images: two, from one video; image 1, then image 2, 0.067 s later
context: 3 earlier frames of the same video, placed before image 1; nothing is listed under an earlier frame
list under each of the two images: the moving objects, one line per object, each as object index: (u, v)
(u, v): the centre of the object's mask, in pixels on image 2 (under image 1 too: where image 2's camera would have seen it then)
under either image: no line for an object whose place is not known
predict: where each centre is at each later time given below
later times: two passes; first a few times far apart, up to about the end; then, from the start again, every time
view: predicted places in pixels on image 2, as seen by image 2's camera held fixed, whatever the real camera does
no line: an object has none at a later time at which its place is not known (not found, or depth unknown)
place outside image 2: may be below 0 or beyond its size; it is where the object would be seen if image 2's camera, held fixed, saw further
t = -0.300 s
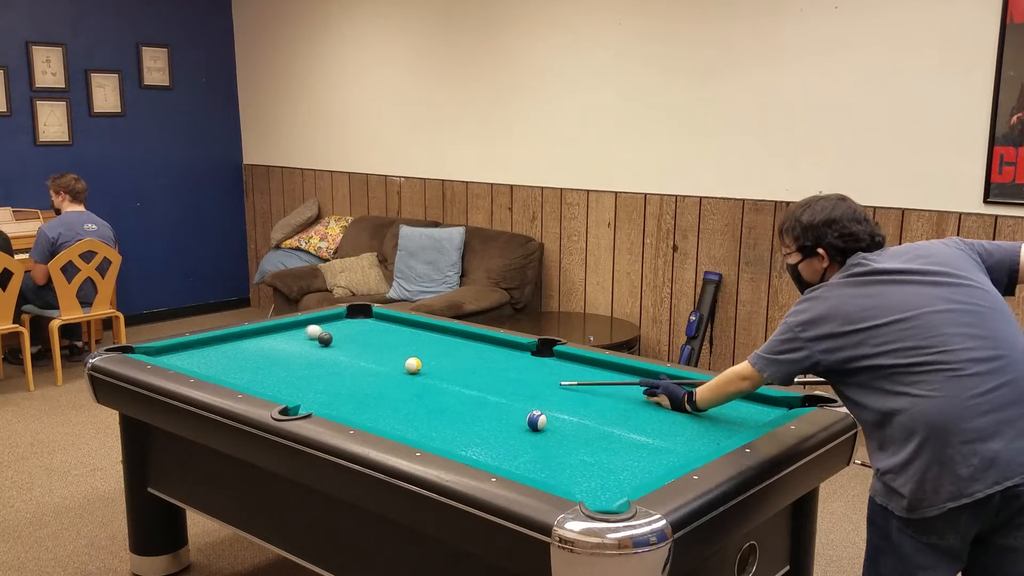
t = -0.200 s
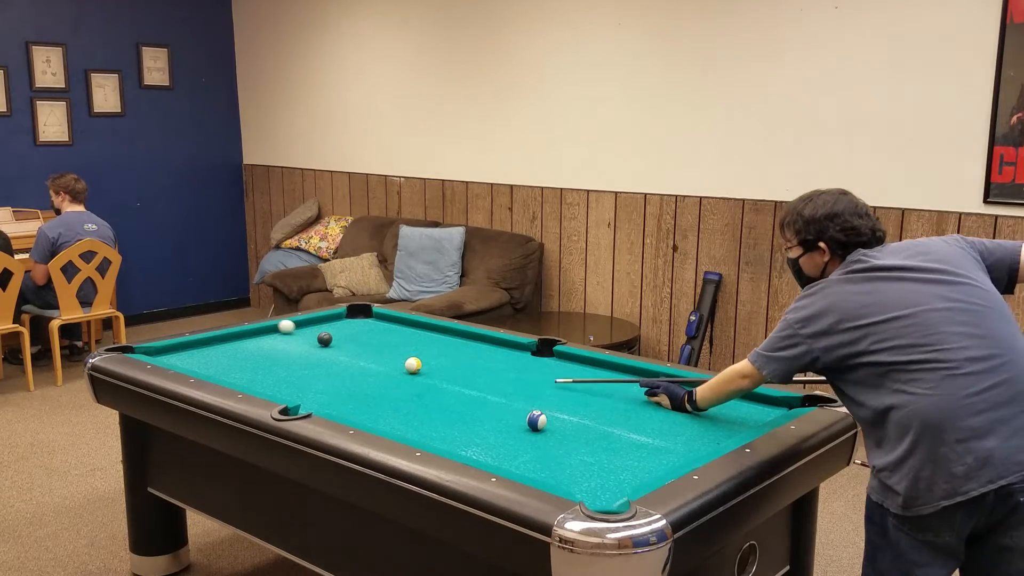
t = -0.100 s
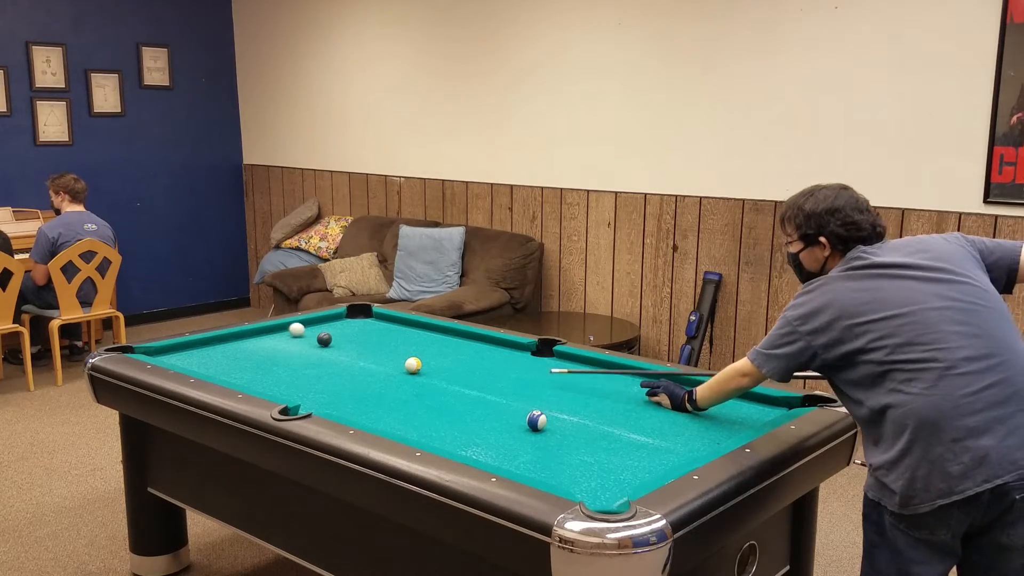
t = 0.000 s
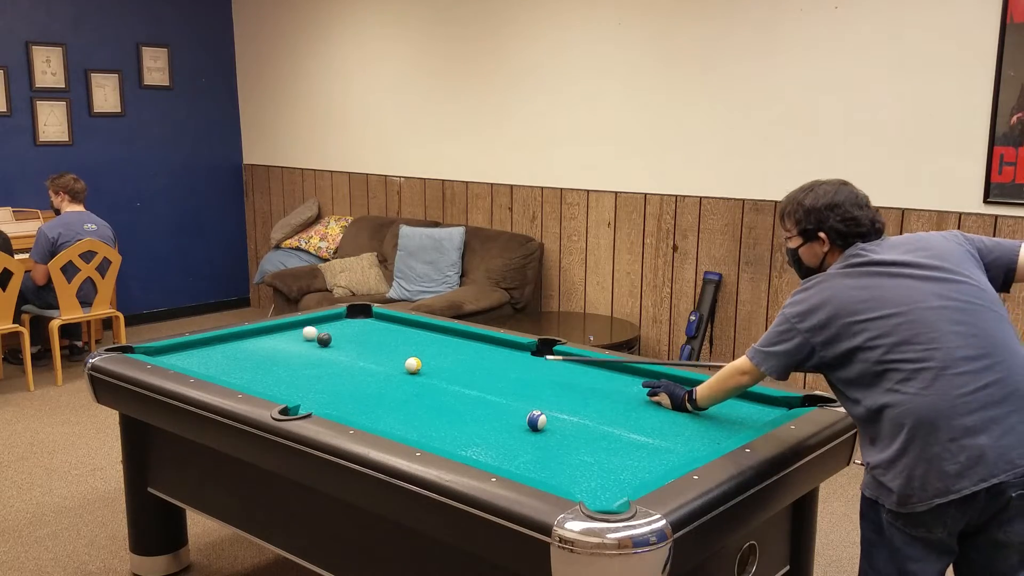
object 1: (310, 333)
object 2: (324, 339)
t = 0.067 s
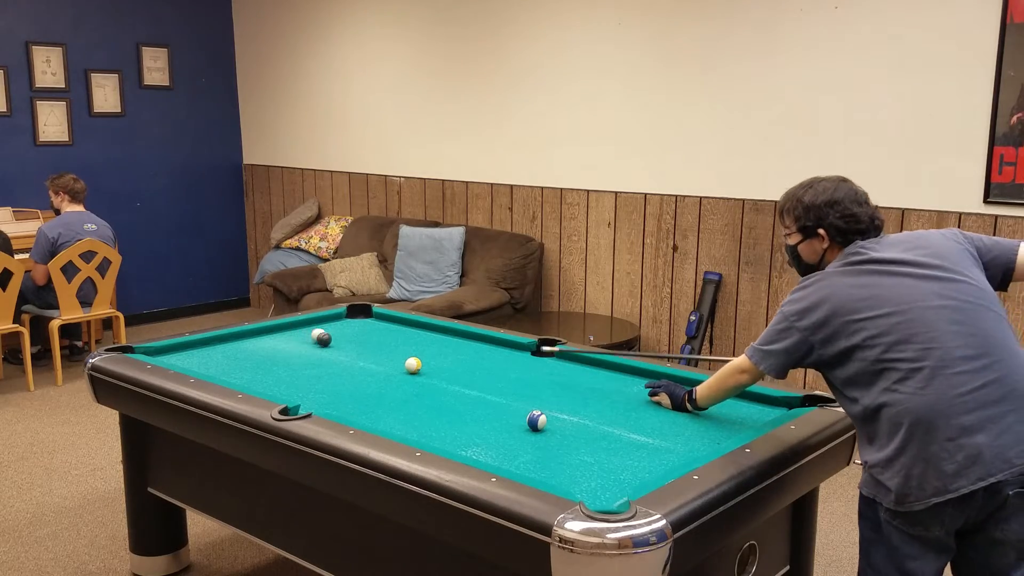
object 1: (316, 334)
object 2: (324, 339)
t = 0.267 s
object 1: (335, 334)
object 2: (332, 345)
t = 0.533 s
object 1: (355, 337)
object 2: (341, 352)
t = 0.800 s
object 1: (373, 337)
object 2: (351, 359)
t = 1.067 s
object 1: (390, 338)
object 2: (360, 365)
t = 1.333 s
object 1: (404, 338)
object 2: (370, 372)
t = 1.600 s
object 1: (417, 339)
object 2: (379, 379)
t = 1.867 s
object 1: (427, 339)
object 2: (387, 385)
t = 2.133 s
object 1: (436, 340)
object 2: (394, 391)
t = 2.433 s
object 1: (444, 341)
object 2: (402, 397)
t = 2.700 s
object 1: (449, 341)
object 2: (409, 402)
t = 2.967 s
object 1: (452, 342)
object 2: (414, 406)
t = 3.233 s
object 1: (454, 342)
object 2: (418, 411)
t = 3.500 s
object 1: (454, 342)
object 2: (421, 414)
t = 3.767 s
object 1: (454, 342)
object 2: (423, 417)
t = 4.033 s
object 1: (454, 342)
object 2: (425, 419)
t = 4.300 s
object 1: (454, 342)
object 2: (427, 420)
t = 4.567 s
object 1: (454, 342)
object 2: (427, 421)
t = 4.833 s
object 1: (454, 342)
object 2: (427, 421)
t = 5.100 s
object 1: (454, 342)
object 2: (427, 421)
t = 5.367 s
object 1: (454, 342)
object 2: (427, 421)
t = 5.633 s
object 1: (454, 342)
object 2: (427, 421)
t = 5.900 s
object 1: (454, 342)
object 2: (427, 421)
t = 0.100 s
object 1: (320, 333)
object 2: (325, 340)
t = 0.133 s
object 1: (323, 333)
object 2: (327, 341)
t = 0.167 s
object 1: (326, 333)
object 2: (328, 343)
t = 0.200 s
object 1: (330, 333)
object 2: (330, 343)
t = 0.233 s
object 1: (332, 334)
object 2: (331, 344)
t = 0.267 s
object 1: (335, 334)
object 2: (332, 345)
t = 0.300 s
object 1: (338, 335)
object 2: (333, 346)
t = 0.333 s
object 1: (340, 335)
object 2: (334, 347)
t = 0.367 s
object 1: (343, 336)
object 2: (335, 348)
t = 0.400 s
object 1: (345, 336)
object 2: (337, 349)
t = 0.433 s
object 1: (348, 336)
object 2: (338, 349)
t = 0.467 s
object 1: (350, 336)
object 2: (339, 350)
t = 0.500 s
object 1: (353, 336)
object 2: (340, 351)
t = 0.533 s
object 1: (355, 337)
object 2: (341, 352)
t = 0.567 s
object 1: (357, 337)
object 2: (342, 353)
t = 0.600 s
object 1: (360, 337)
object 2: (344, 353)
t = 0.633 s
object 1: (362, 337)
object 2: (345, 354)
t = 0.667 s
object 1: (364, 337)
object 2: (346, 355)
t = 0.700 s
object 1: (367, 337)
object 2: (347, 356)
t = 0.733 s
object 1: (369, 337)
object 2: (348, 357)
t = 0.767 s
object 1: (371, 337)
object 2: (349, 358)
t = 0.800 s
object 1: (373, 337)
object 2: (351, 359)
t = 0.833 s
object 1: (375, 337)
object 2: (352, 360)
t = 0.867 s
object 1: (377, 337)
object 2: (353, 361)
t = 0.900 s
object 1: (379, 337)
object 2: (354, 361)
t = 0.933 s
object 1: (382, 337)
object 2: (356, 362)
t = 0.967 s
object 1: (384, 337)
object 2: (357, 363)
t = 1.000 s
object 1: (386, 337)
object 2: (358, 364)
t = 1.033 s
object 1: (387, 338)
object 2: (359, 365)
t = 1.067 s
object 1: (390, 338)
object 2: (360, 365)
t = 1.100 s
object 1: (391, 338)
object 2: (361, 367)
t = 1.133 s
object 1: (393, 338)
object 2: (363, 367)
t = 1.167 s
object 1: (395, 338)
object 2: (364, 368)
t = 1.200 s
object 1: (397, 338)
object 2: (365, 369)
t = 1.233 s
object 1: (399, 338)
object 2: (366, 370)
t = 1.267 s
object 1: (400, 338)
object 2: (367, 371)
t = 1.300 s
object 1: (402, 338)
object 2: (368, 371)
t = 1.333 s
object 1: (404, 338)
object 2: (370, 372)
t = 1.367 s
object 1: (405, 338)
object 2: (371, 373)
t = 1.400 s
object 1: (407, 338)
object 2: (372, 374)
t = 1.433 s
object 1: (409, 338)
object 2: (373, 375)
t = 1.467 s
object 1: (410, 338)
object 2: (374, 375)
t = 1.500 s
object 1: (412, 339)
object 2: (375, 376)
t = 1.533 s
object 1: (413, 338)
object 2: (376, 377)
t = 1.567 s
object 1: (415, 339)
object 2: (378, 378)
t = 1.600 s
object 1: (417, 339)
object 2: (379, 379)
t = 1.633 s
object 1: (418, 339)
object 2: (380, 379)
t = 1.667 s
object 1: (419, 339)
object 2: (381, 380)
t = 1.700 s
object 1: (421, 339)
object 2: (382, 381)
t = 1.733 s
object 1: (422, 339)
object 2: (383, 382)
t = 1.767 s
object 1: (423, 339)
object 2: (384, 382)
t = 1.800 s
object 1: (425, 339)
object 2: (385, 383)
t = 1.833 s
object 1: (426, 339)
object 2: (386, 384)
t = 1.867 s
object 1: (427, 339)
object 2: (387, 385)
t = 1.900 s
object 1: (428, 339)
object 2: (388, 385)
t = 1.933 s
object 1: (429, 339)
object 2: (389, 386)
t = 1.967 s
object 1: (431, 340)
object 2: (390, 387)
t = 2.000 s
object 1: (432, 340)
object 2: (391, 388)
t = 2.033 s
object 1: (433, 340)
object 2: (391, 388)
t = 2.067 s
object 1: (434, 340)
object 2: (392, 389)
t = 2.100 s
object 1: (435, 340)
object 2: (393, 390)
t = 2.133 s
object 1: (436, 340)
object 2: (394, 391)
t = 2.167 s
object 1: (437, 340)
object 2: (395, 392)
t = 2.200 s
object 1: (438, 340)
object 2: (396, 392)
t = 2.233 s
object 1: (439, 340)
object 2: (397, 393)
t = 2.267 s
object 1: (440, 340)
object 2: (398, 393)
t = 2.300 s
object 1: (441, 340)
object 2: (399, 394)
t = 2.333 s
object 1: (441, 340)
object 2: (400, 395)
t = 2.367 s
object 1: (442, 340)
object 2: (400, 396)
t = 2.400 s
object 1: (443, 341)
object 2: (401, 396)
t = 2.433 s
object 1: (444, 341)
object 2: (402, 397)
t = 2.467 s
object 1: (445, 341)
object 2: (403, 397)
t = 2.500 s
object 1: (445, 341)
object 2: (404, 398)
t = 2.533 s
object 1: (446, 341)
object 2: (405, 399)
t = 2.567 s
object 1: (447, 341)
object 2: (405, 399)
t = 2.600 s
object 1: (447, 341)
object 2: (406, 400)
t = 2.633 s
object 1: (448, 341)
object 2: (407, 401)
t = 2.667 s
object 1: (449, 341)
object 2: (408, 402)
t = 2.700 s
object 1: (449, 341)
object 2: (409, 402)
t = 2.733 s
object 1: (450, 341)
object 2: (409, 403)
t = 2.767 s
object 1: (450, 341)
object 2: (410, 403)
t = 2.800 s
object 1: (451, 341)
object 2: (411, 404)
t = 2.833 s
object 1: (451, 342)
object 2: (411, 404)
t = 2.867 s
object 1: (451, 342)
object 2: (412, 405)
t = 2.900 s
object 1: (452, 342)
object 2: (413, 406)
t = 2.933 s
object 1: (452, 342)
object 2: (413, 406)
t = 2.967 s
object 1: (452, 342)
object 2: (414, 406)
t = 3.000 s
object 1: (452, 342)
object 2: (415, 407)
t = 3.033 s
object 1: (453, 342)
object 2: (415, 407)
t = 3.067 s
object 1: (453, 342)
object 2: (416, 408)
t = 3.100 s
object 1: (453, 342)
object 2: (417, 408)
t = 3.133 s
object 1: (453, 342)
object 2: (417, 409)
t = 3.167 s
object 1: (453, 342)
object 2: (417, 410)
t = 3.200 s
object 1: (454, 342)
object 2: (418, 410)
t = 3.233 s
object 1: (454, 342)
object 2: (418, 411)
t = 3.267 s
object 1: (453, 342)
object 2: (419, 411)
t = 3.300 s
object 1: (454, 342)
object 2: (419, 412)
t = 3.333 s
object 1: (454, 342)
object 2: (420, 412)
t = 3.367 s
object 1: (454, 342)
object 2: (420, 413)
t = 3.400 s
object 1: (454, 342)
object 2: (420, 413)
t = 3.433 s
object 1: (454, 342)
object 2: (421, 413)
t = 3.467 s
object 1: (453, 342)
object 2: (421, 414)
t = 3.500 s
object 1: (454, 342)
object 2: (421, 414)
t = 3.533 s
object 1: (453, 342)
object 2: (422, 415)
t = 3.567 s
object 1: (453, 342)
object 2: (422, 415)
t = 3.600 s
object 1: (454, 342)
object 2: (422, 415)
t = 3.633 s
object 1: (454, 342)
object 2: (422, 416)
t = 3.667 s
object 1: (454, 342)
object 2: (423, 416)
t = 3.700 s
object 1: (454, 342)
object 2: (423, 416)
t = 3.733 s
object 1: (454, 342)
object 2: (423, 416)
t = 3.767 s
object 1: (454, 342)
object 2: (423, 417)
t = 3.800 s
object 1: (454, 342)
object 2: (423, 417)
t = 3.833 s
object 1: (454, 342)
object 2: (424, 418)
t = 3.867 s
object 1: (454, 342)
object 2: (424, 418)
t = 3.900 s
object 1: (454, 342)
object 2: (424, 418)
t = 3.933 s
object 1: (454, 342)
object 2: (424, 418)
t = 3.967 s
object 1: (454, 342)
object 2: (424, 419)
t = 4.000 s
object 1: (454, 342)
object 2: (425, 419)
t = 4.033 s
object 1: (454, 342)
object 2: (425, 419)
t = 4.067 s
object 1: (454, 342)
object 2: (425, 419)
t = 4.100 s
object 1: (454, 342)
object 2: (426, 420)
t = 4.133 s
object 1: (454, 342)
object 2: (426, 420)
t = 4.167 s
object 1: (454, 342)
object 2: (426, 420)
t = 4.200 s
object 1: (454, 342)
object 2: (427, 420)
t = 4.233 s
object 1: (454, 342)
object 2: (427, 420)
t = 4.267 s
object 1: (454, 342)
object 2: (427, 420)
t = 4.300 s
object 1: (454, 342)
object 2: (427, 420)
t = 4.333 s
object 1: (454, 342)
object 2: (427, 421)
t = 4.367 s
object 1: (454, 342)
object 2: (427, 421)
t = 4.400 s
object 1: (454, 342)
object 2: (427, 421)
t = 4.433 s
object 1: (454, 342)
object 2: (427, 421)
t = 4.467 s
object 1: (454, 342)
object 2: (427, 421)
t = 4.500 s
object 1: (454, 342)
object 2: (427, 421)
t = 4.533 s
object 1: (454, 342)
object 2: (427, 421)
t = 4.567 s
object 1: (454, 342)
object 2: (427, 421)
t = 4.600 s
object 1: (454, 342)
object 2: (427, 421)
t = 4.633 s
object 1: (454, 342)
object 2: (427, 421)
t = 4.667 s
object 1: (454, 342)
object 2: (427, 421)
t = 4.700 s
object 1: (454, 342)
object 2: (427, 421)
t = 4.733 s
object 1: (454, 342)
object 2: (427, 421)
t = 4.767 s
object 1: (454, 342)
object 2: (427, 421)
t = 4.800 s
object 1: (454, 342)
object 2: (427, 421)
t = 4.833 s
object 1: (454, 342)
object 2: (427, 421)
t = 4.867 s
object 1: (454, 342)
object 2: (427, 421)
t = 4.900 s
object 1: (454, 342)
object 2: (427, 421)
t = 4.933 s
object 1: (454, 342)
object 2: (427, 421)
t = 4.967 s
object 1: (454, 342)
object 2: (427, 421)
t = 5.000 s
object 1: (454, 342)
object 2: (427, 421)
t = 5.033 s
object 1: (454, 342)
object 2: (427, 421)
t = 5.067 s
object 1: (454, 342)
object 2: (427, 421)
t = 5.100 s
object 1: (454, 342)
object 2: (427, 421)
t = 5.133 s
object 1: (454, 342)
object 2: (427, 421)
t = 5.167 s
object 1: (454, 342)
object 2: (427, 421)
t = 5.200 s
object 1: (454, 342)
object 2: (427, 421)
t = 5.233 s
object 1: (454, 342)
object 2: (427, 421)
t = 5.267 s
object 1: (454, 342)
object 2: (427, 421)
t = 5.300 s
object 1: (454, 342)
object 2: (427, 421)
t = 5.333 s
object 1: (454, 342)
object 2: (427, 421)
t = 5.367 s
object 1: (454, 342)
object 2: (427, 421)
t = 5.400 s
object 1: (454, 342)
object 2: (427, 421)
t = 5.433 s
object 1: (454, 342)
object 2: (427, 421)
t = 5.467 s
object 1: (454, 342)
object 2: (427, 421)
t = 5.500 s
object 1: (454, 342)
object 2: (427, 421)
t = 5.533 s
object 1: (454, 342)
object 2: (427, 421)
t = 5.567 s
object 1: (454, 342)
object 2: (427, 421)
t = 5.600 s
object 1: (454, 342)
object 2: (427, 421)
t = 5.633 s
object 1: (454, 342)
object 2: (427, 421)
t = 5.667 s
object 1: (454, 342)
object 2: (427, 421)
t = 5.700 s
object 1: (454, 342)
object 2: (427, 421)
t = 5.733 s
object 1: (454, 342)
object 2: (427, 421)
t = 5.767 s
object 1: (454, 342)
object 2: (427, 421)
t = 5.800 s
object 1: (454, 342)
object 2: (427, 421)
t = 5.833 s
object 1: (454, 342)
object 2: (427, 421)
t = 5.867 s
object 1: (454, 342)
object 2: (427, 421)
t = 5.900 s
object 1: (454, 342)
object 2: (427, 421)
